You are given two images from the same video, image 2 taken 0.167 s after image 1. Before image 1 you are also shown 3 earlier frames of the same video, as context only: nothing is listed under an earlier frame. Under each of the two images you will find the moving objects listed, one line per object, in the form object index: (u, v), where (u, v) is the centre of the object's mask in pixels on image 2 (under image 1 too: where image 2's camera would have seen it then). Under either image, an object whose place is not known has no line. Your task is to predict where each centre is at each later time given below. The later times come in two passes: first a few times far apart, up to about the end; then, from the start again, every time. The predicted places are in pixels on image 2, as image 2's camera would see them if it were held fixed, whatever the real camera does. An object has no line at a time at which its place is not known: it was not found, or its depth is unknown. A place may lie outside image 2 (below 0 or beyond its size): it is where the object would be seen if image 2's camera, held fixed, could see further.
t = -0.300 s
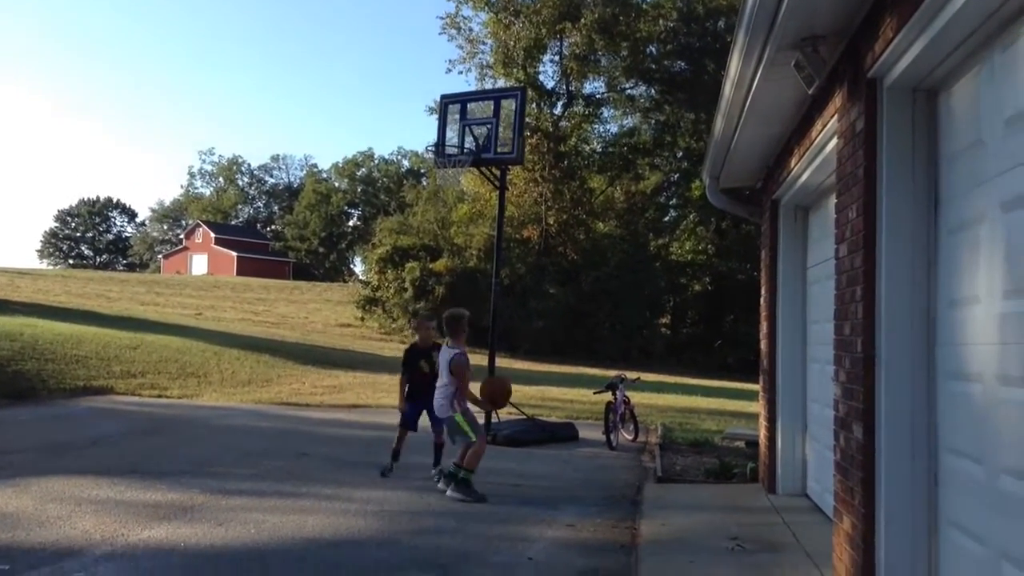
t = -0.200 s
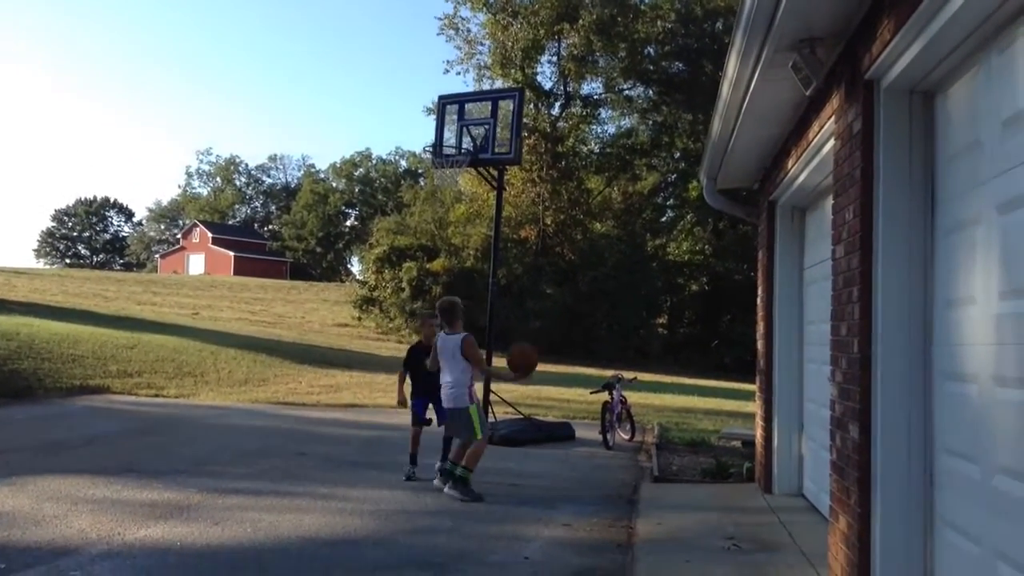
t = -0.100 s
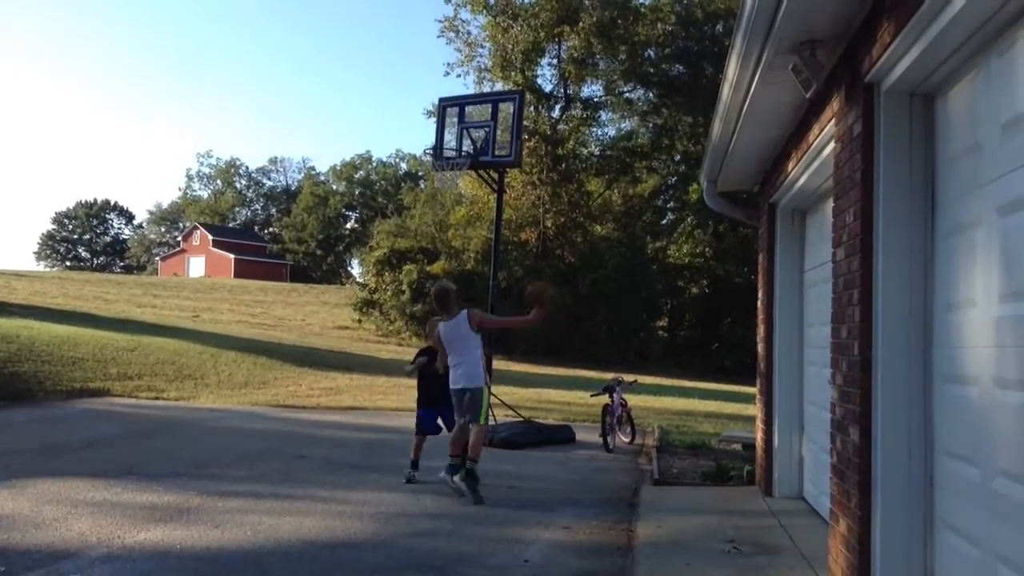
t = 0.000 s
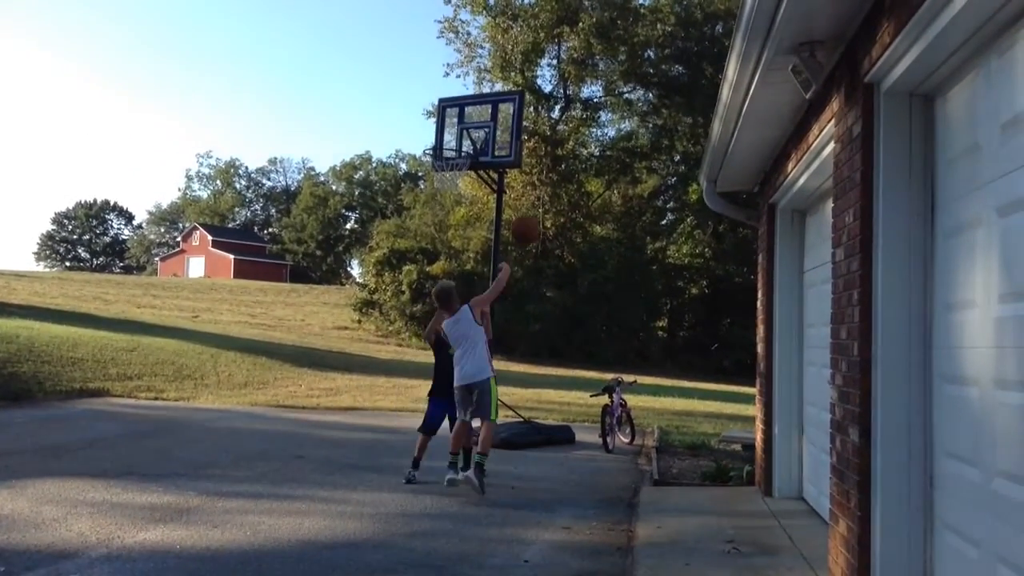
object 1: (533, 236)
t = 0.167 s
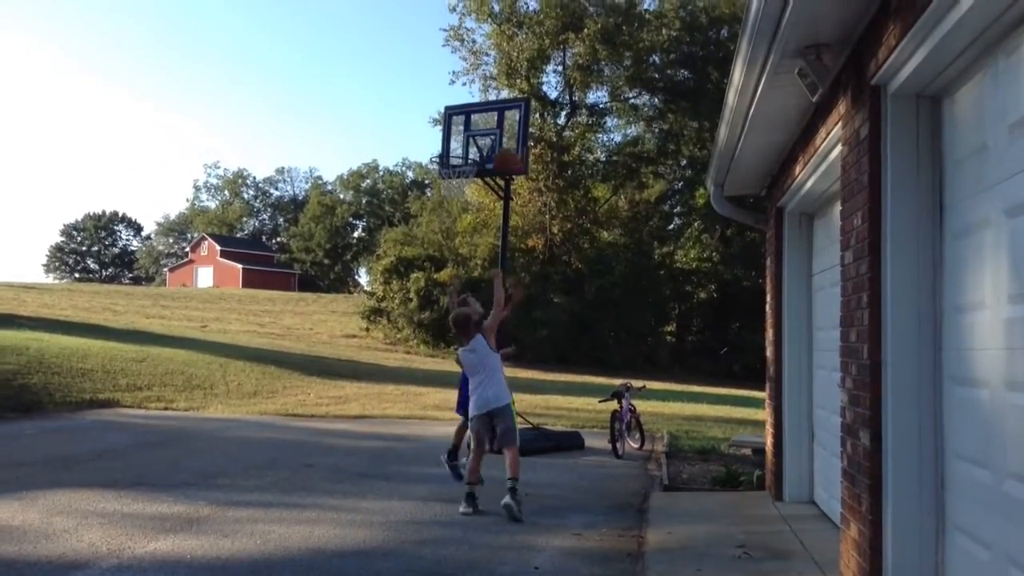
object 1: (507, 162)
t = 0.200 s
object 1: (502, 152)
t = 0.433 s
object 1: (470, 125)
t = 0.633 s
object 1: (448, 144)
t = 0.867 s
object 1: (435, 141)
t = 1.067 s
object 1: (435, 149)
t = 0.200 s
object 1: (502, 152)
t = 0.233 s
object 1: (497, 144)
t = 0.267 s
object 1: (492, 138)
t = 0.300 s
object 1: (487, 132)
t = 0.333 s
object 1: (483, 128)
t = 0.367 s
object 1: (478, 126)
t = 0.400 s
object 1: (474, 125)
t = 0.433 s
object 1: (470, 125)
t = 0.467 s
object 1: (465, 127)
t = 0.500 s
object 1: (461, 129)
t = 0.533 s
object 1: (458, 133)
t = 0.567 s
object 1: (454, 138)
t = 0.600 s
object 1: (450, 143)
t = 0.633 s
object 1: (448, 144)
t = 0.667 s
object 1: (446, 139)
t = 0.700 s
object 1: (444, 137)
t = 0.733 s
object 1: (443, 136)
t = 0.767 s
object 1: (441, 135)
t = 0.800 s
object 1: (439, 136)
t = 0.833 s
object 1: (438, 138)
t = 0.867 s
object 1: (435, 141)
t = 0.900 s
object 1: (434, 145)
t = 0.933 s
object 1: (434, 146)
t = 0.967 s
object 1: (434, 146)
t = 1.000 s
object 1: (434, 146)
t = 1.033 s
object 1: (434, 148)
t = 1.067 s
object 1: (435, 149)
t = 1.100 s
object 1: (435, 149)
